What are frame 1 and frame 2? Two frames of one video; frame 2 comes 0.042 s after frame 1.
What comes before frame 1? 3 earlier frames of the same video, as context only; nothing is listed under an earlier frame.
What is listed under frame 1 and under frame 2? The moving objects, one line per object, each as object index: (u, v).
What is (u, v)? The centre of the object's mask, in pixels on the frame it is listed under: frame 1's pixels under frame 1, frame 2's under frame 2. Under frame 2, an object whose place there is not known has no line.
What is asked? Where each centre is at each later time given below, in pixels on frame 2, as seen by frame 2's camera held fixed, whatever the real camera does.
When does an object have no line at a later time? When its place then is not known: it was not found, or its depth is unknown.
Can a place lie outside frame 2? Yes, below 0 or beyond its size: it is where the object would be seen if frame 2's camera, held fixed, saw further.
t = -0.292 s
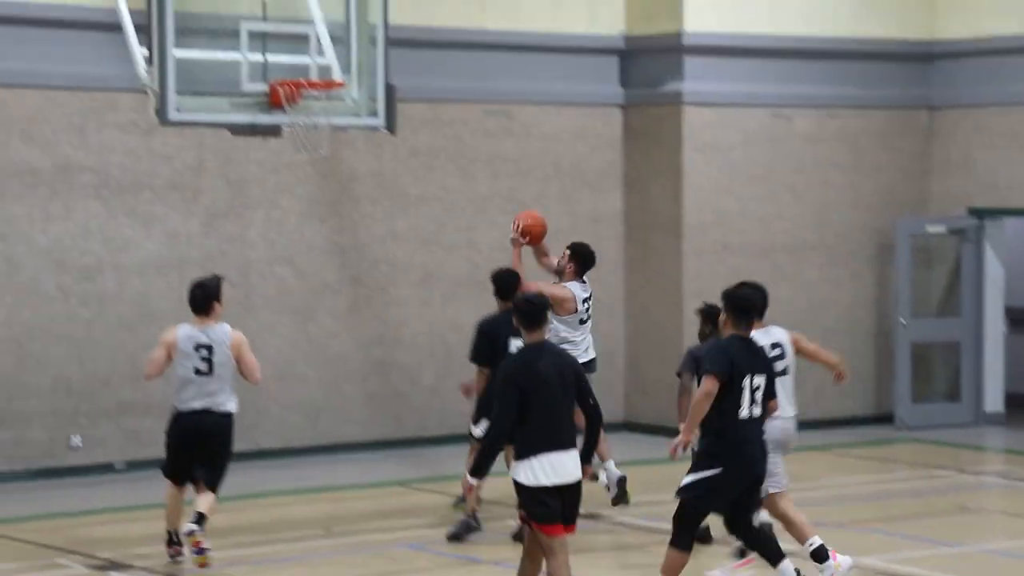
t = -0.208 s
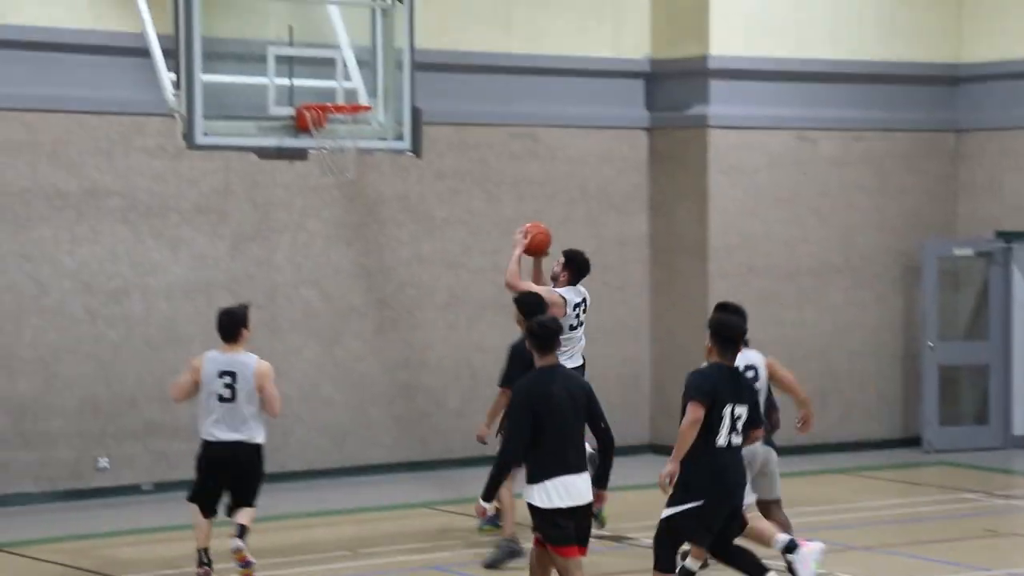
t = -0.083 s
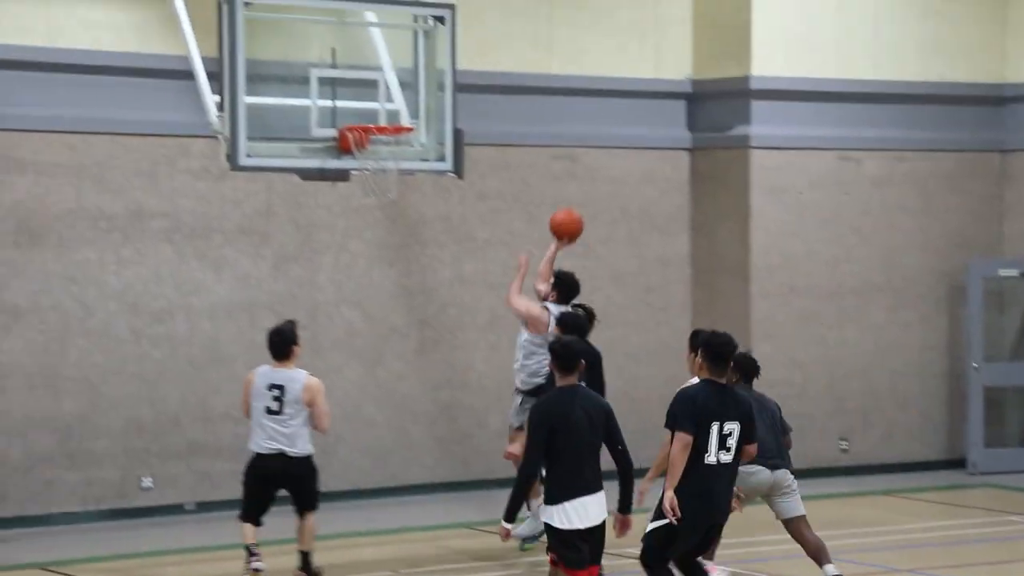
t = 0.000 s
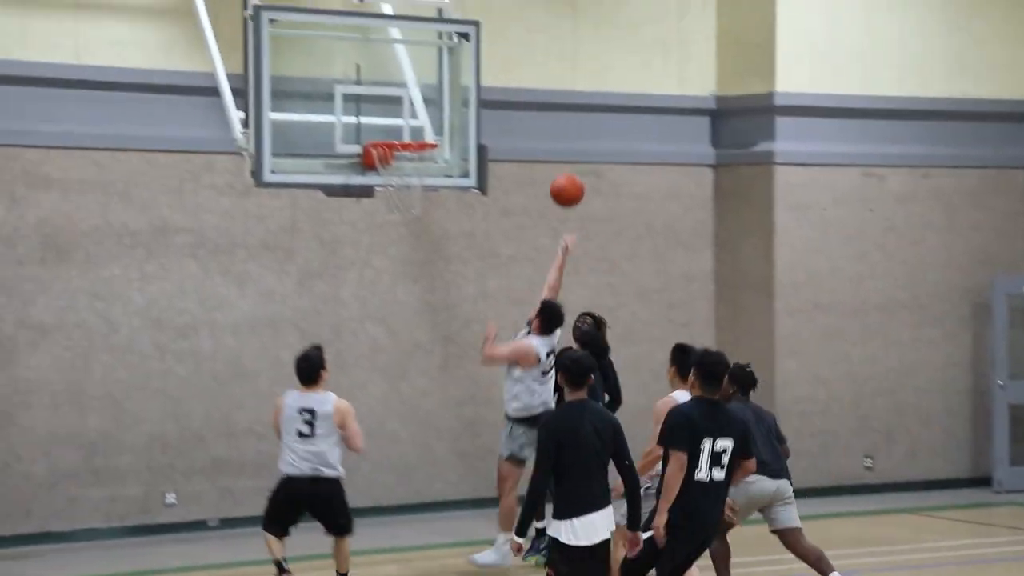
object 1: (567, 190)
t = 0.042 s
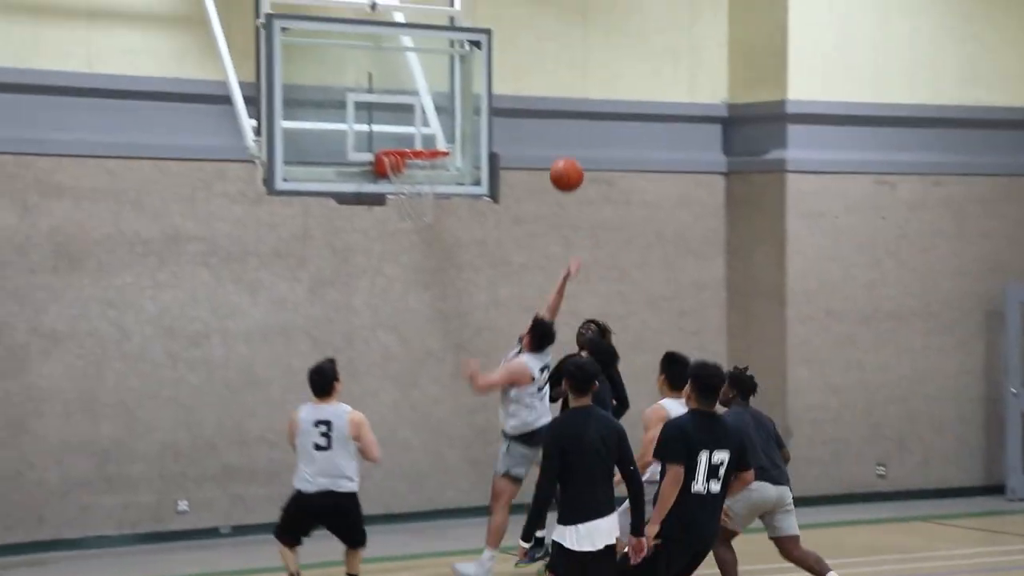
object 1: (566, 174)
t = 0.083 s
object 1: (554, 153)
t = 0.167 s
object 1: (527, 118)
